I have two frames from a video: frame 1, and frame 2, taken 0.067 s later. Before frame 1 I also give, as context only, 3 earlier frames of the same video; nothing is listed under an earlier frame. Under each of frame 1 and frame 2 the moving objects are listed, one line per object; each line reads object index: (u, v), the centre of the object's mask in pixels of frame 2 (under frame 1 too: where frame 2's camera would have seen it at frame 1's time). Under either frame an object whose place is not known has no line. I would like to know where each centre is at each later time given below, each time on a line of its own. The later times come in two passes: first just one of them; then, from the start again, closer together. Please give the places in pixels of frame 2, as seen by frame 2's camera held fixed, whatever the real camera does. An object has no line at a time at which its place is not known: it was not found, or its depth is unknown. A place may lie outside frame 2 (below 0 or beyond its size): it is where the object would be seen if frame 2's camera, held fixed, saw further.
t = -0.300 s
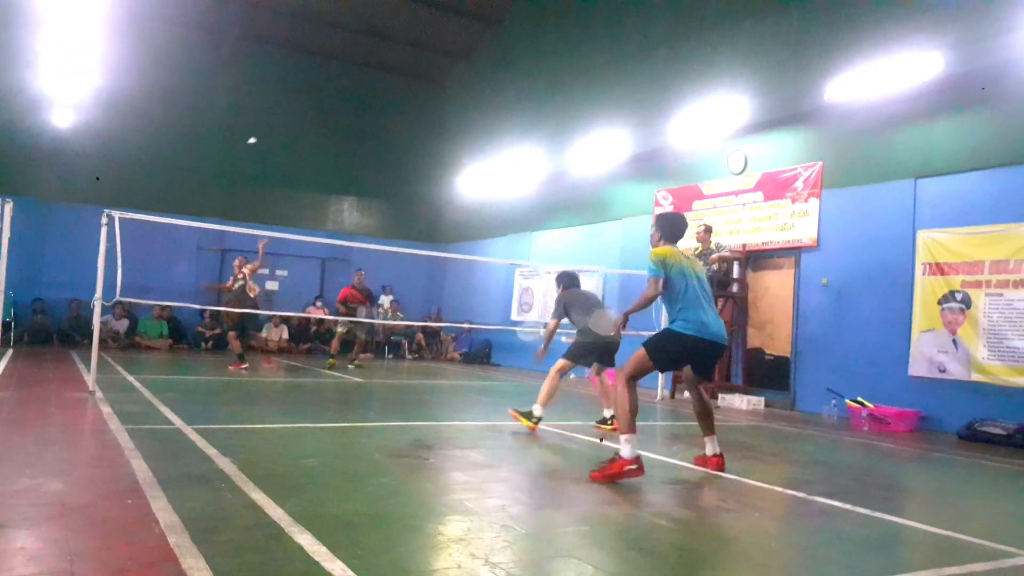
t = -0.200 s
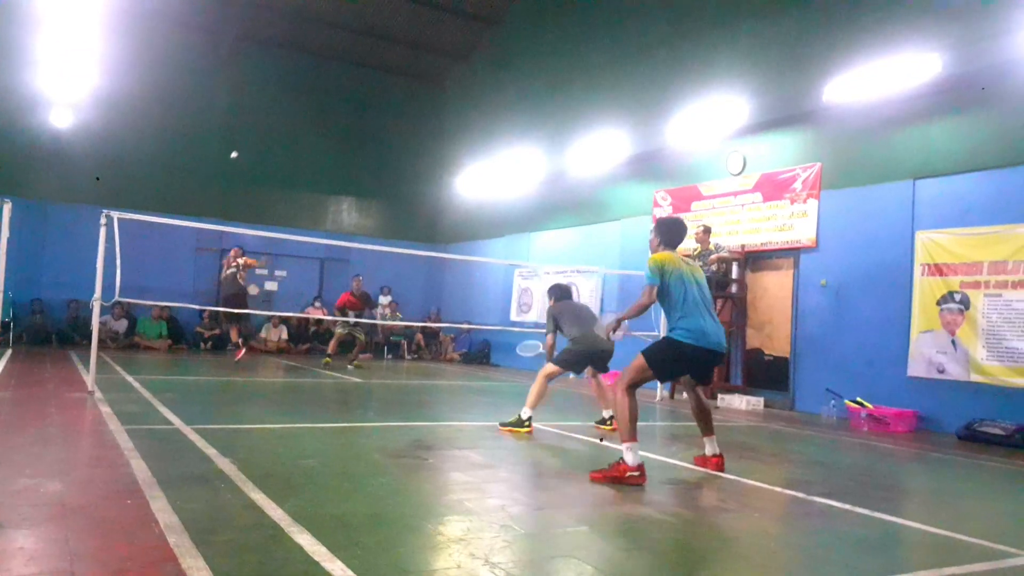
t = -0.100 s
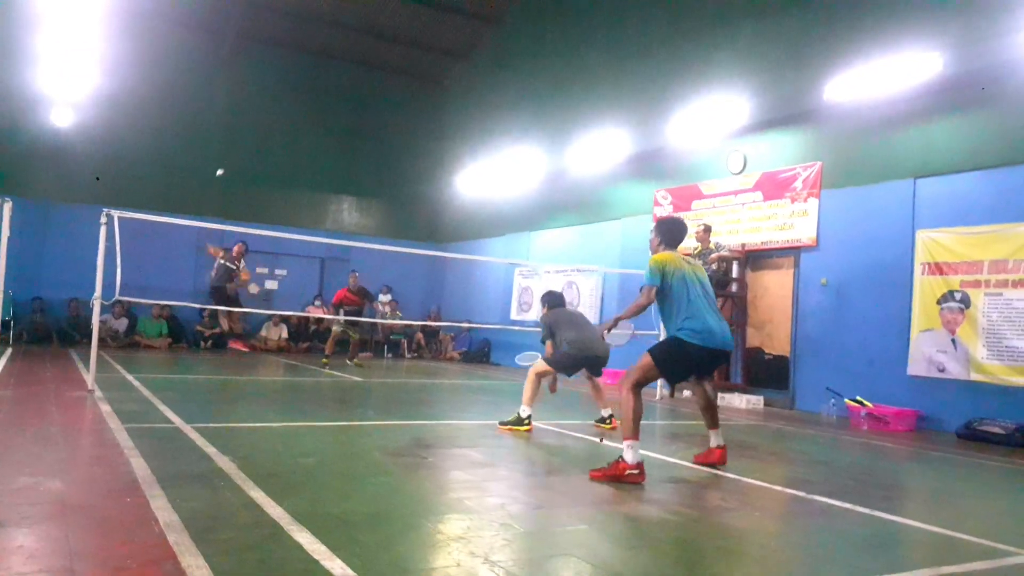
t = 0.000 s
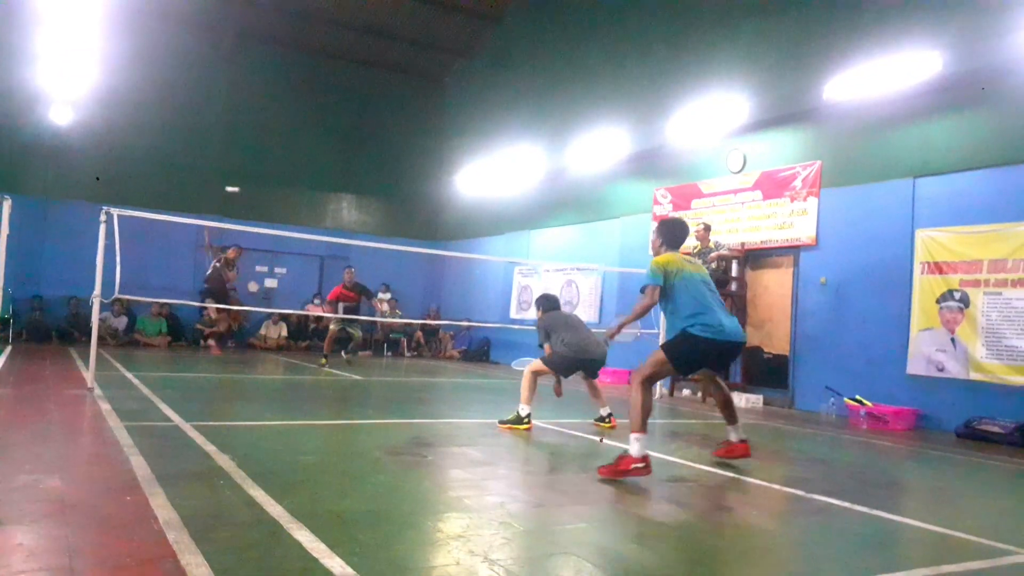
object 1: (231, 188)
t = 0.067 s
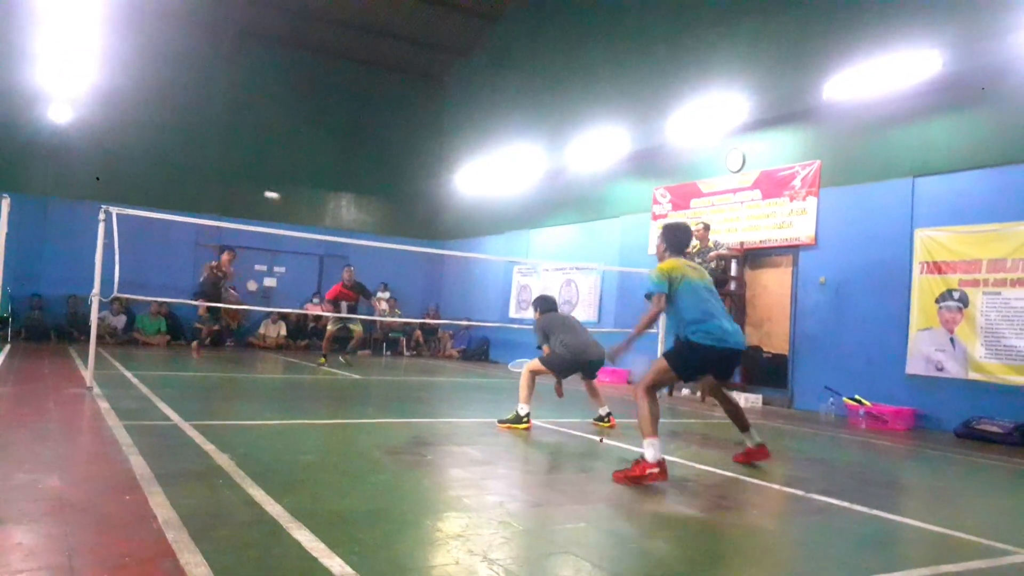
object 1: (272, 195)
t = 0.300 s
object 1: (407, 259)
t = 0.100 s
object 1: (292, 201)
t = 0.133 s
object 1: (310, 207)
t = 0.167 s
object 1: (328, 214)
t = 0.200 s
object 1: (348, 223)
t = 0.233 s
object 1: (367, 233)
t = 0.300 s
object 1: (407, 259)
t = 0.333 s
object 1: (428, 275)
